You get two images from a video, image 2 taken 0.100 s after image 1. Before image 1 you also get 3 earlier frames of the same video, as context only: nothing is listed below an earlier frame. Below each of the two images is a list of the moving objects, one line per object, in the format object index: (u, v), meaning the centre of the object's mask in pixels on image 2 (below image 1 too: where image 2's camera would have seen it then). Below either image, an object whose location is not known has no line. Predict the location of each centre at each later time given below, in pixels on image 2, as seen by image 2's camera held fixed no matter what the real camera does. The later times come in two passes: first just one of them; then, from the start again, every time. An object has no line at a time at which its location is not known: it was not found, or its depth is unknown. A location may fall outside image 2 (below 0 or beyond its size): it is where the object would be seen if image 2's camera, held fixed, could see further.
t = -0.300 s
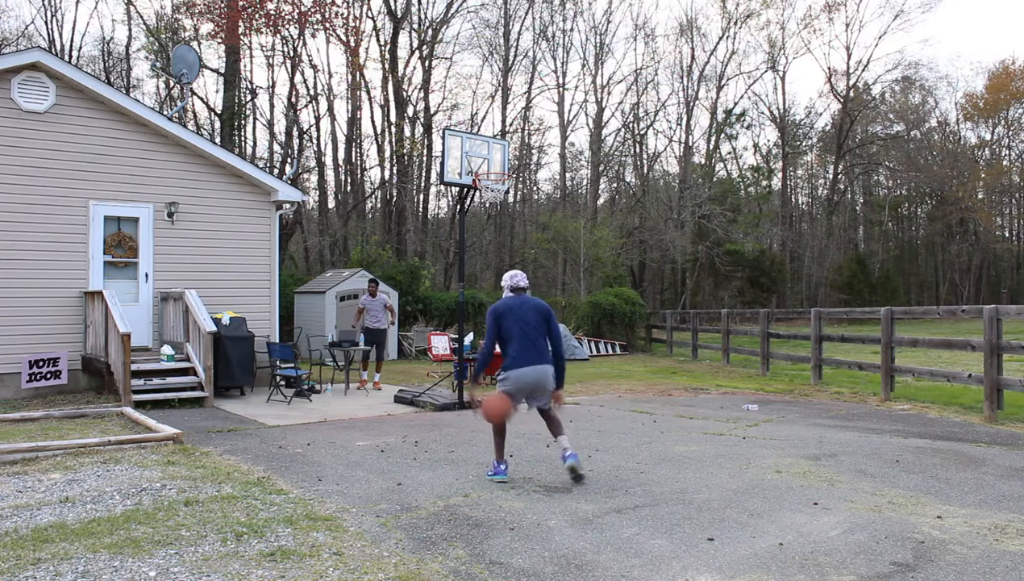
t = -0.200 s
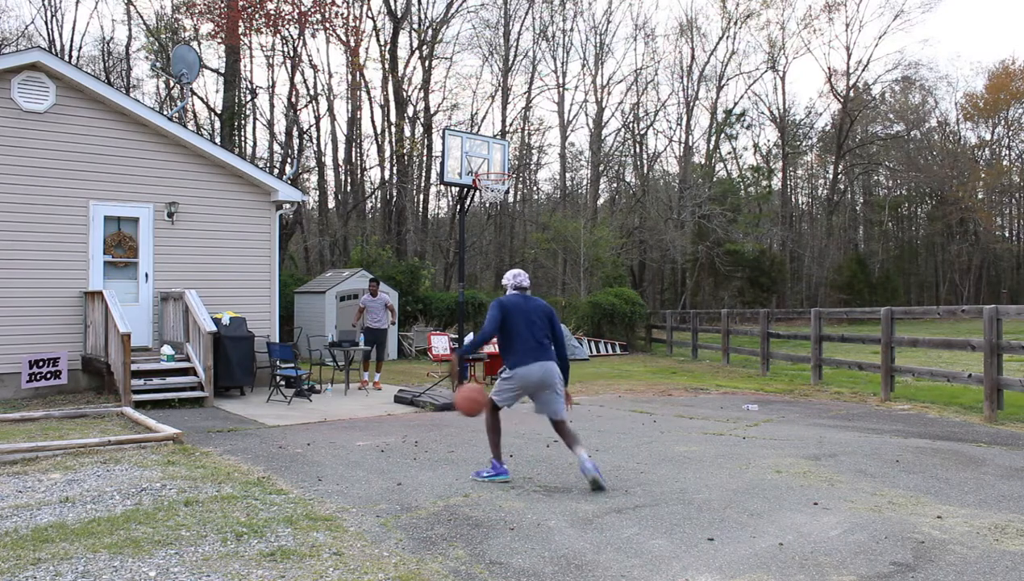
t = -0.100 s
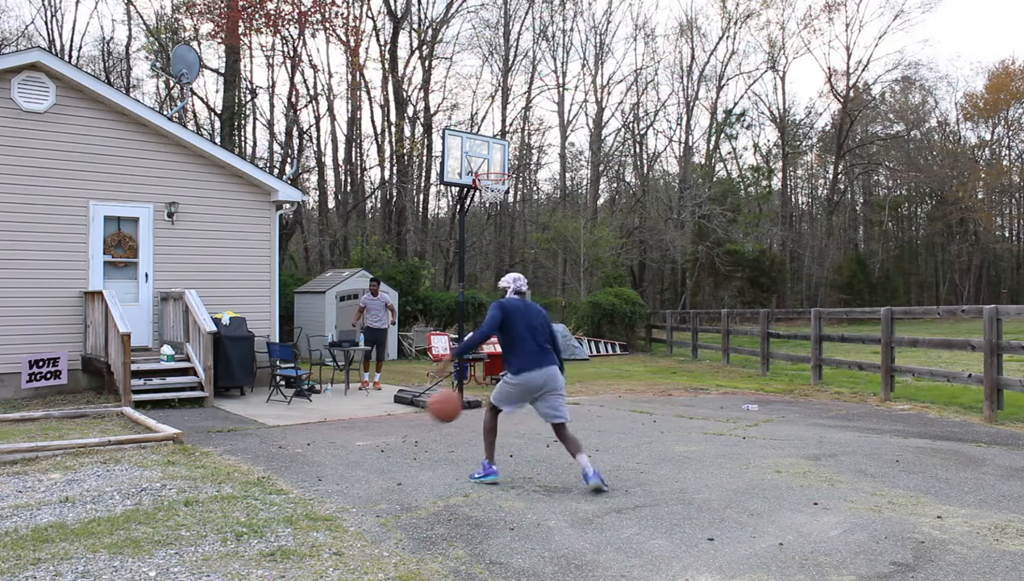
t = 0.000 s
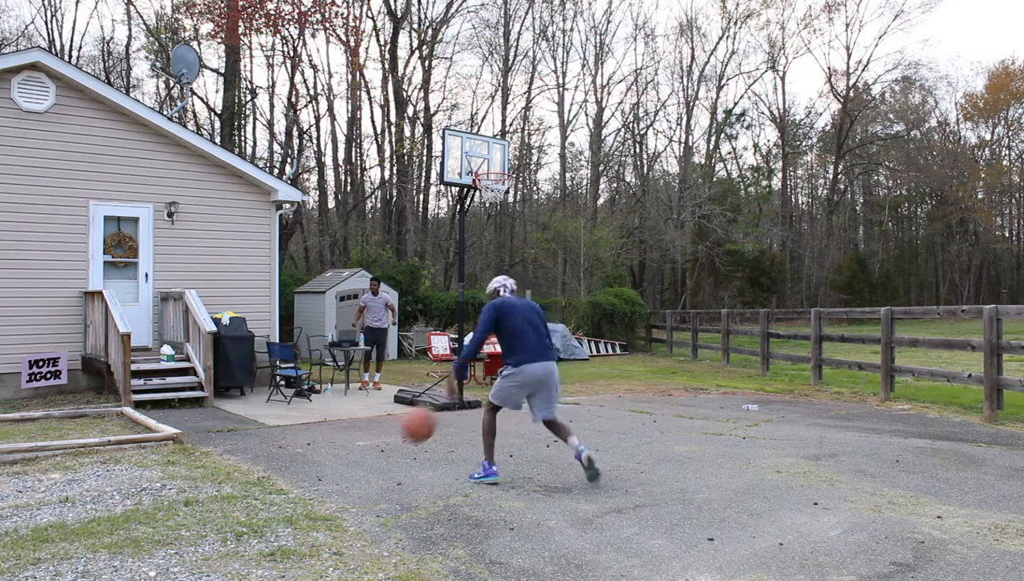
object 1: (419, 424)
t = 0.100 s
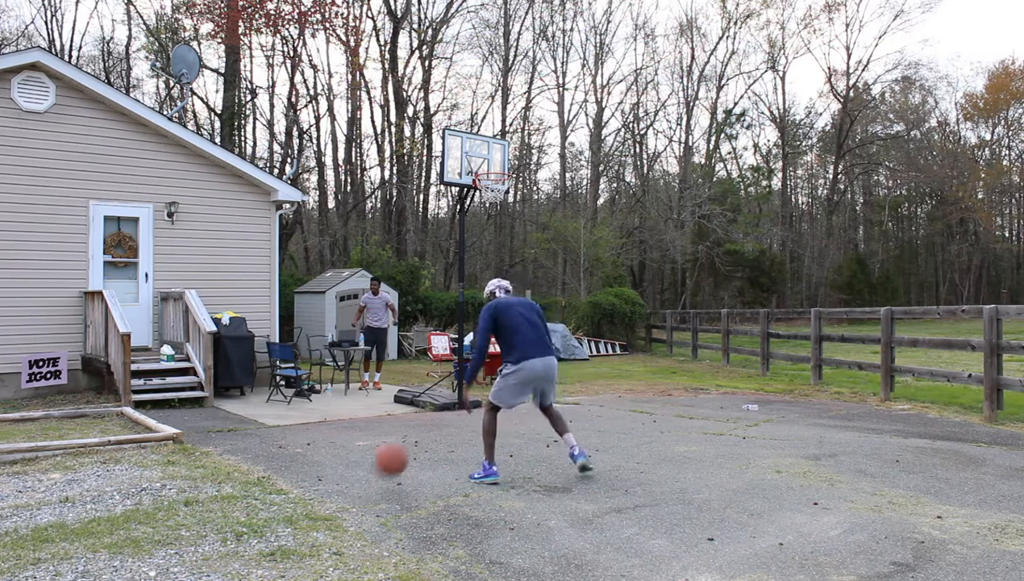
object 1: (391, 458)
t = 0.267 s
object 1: (350, 444)
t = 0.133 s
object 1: (382, 472)
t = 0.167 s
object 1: (373, 473)
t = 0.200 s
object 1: (365, 462)
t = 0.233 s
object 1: (358, 452)
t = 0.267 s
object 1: (350, 444)
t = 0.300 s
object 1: (343, 437)
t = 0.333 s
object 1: (336, 432)
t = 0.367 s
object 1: (329, 428)
